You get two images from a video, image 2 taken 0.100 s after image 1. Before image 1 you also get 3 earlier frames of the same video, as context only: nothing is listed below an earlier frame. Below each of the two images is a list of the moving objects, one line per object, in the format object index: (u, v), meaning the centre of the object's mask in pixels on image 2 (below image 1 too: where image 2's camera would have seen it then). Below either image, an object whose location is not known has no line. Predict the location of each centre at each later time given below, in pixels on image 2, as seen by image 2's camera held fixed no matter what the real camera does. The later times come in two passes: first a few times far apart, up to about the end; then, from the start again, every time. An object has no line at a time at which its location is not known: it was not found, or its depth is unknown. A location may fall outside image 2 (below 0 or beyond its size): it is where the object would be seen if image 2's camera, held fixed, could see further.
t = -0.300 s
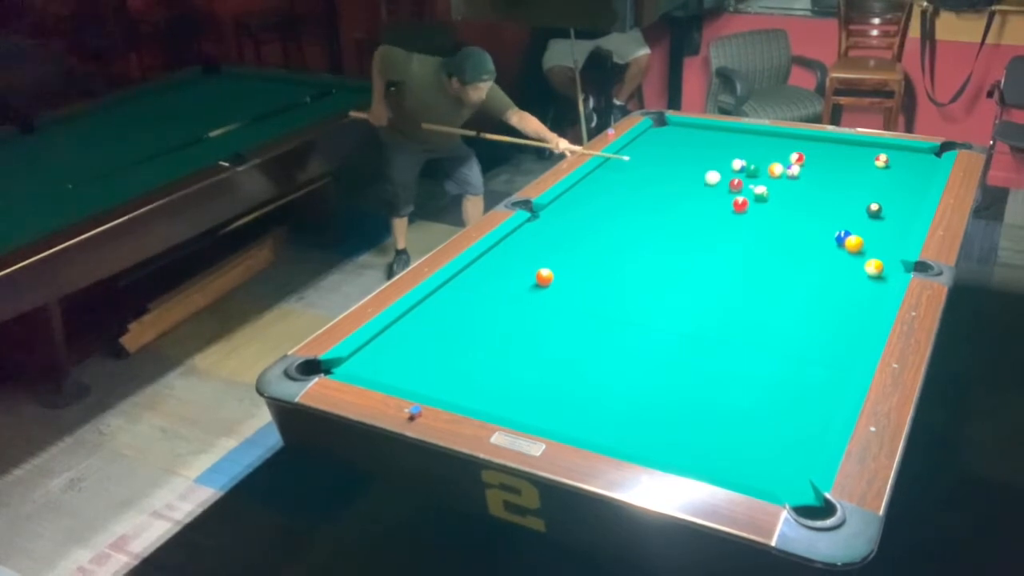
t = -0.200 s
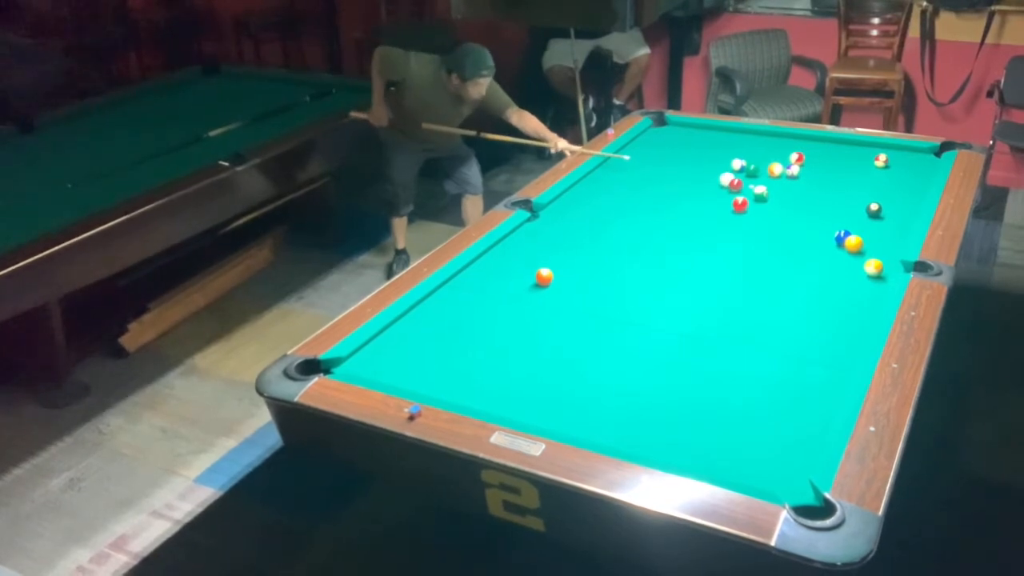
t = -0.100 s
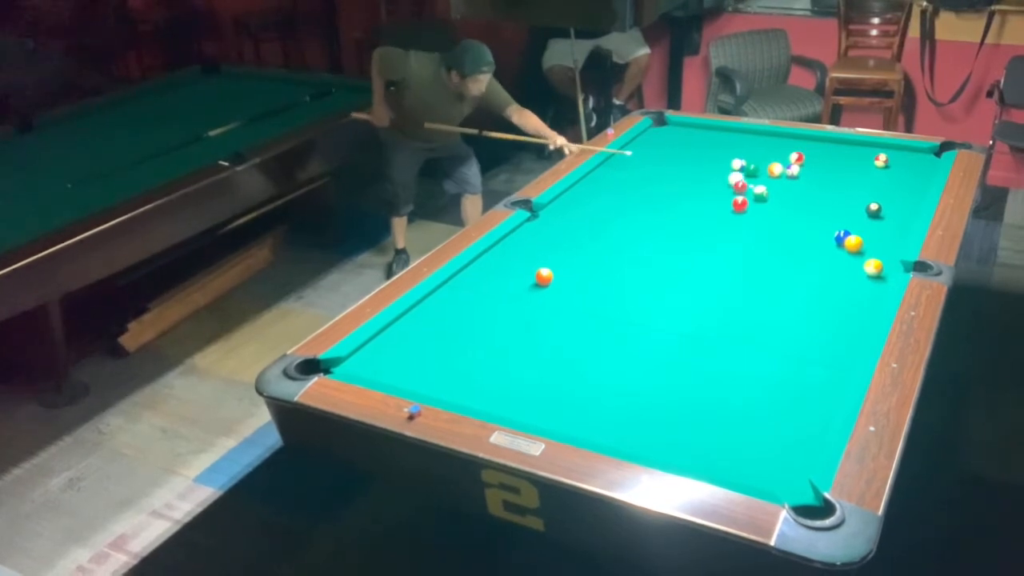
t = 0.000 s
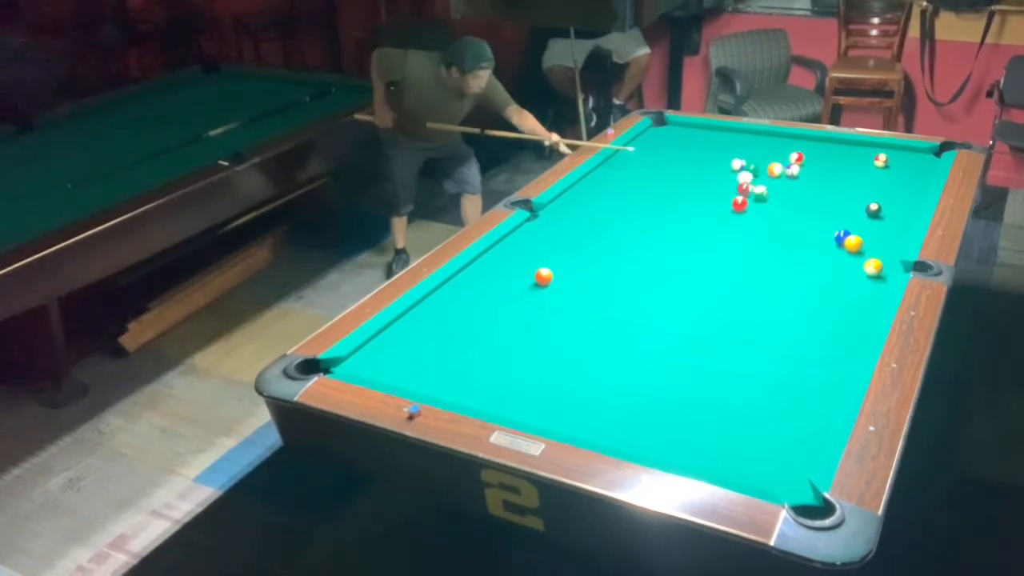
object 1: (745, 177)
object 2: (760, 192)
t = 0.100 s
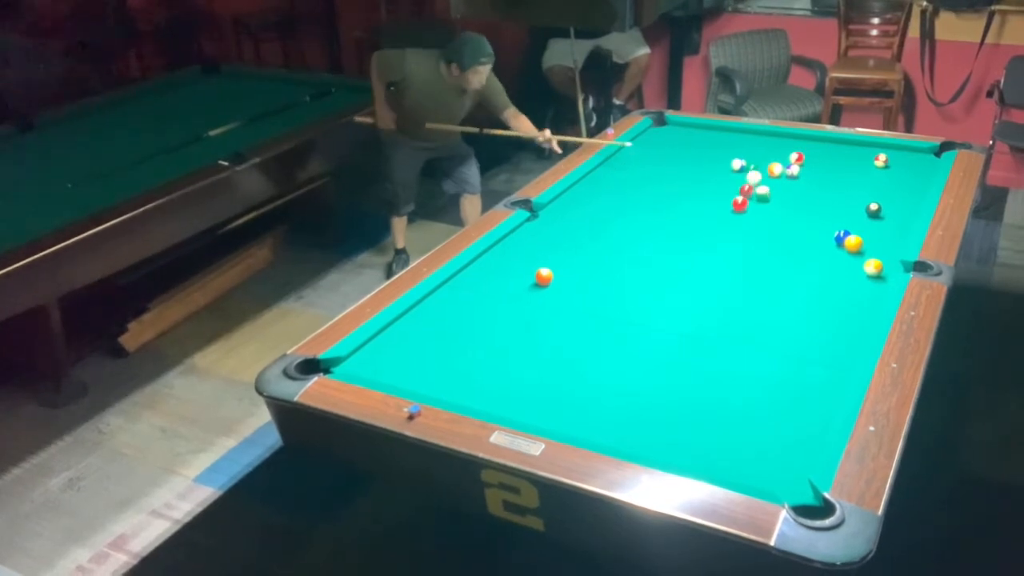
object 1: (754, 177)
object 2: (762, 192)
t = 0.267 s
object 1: (768, 177)
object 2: (770, 194)
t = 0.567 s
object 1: (792, 176)
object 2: (778, 197)
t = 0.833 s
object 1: (813, 175)
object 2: (785, 198)
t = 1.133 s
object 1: (833, 175)
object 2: (792, 199)
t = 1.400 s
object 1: (850, 175)
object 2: (795, 200)
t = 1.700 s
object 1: (867, 175)
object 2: (798, 200)
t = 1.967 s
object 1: (881, 174)
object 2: (798, 200)
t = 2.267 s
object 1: (895, 174)
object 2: (798, 200)
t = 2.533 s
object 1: (905, 174)
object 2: (798, 200)
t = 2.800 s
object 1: (914, 174)
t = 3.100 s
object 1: (921, 174)
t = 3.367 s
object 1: (926, 174)
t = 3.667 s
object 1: (924, 174)
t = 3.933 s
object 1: (924, 174)
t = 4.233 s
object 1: (924, 174)
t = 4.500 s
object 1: (924, 174)
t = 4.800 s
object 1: (924, 174)
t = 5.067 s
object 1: (924, 174)
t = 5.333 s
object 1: (924, 174)
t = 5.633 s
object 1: (924, 174)
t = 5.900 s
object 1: (924, 174)
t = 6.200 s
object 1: (924, 174)
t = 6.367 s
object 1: (924, 174)
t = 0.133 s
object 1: (756, 177)
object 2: (764, 192)
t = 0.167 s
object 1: (759, 177)
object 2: (765, 193)
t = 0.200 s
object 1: (762, 177)
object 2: (767, 192)
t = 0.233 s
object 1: (765, 177)
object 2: (768, 193)
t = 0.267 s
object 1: (768, 177)
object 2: (770, 194)
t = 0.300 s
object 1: (770, 177)
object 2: (771, 194)
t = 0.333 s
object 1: (773, 177)
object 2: (772, 194)
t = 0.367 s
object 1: (777, 177)
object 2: (774, 194)
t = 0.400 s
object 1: (779, 176)
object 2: (775, 194)
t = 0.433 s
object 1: (782, 176)
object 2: (775, 195)
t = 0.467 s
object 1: (785, 176)
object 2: (776, 196)
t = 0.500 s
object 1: (787, 176)
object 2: (776, 196)
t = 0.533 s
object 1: (789, 175)
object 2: (777, 196)
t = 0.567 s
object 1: (792, 176)
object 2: (778, 197)
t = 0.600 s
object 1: (795, 175)
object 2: (779, 196)
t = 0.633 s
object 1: (798, 175)
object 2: (780, 197)
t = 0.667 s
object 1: (800, 175)
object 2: (781, 197)
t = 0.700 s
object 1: (803, 175)
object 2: (781, 197)
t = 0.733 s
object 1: (805, 175)
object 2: (782, 197)
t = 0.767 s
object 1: (807, 175)
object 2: (783, 197)
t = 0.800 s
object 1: (810, 175)
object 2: (784, 197)
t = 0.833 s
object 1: (813, 175)
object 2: (785, 198)
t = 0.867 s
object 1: (815, 175)
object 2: (786, 198)
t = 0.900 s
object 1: (817, 175)
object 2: (787, 198)
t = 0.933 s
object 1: (820, 175)
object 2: (788, 198)
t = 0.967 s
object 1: (822, 175)
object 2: (789, 198)
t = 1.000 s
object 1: (824, 175)
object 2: (789, 198)
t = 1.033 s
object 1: (827, 175)
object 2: (790, 199)
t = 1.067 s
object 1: (829, 175)
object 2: (791, 199)
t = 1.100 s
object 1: (831, 175)
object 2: (791, 199)
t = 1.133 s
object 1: (833, 175)
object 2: (792, 199)
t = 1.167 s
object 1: (835, 175)
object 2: (792, 199)
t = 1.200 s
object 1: (837, 175)
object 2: (793, 199)
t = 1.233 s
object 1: (840, 175)
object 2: (793, 199)
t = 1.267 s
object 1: (842, 175)
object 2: (794, 199)
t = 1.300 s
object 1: (844, 175)
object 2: (794, 200)
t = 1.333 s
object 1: (846, 175)
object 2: (795, 199)
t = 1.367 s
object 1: (848, 175)
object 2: (795, 199)
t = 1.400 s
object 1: (850, 175)
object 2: (795, 200)
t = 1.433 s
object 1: (852, 174)
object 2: (796, 200)
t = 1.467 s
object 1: (854, 175)
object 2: (796, 200)
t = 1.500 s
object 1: (856, 174)
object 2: (796, 199)
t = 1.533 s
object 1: (858, 175)
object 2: (796, 199)
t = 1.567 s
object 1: (860, 175)
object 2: (797, 200)
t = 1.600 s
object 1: (862, 175)
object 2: (797, 200)
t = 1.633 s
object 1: (864, 175)
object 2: (797, 200)
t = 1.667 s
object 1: (865, 174)
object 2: (798, 200)
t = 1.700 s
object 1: (867, 175)
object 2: (798, 200)
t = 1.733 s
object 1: (869, 174)
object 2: (798, 200)
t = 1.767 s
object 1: (871, 174)
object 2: (798, 200)
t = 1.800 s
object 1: (873, 174)
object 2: (798, 200)
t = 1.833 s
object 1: (874, 174)
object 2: (798, 200)
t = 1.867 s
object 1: (876, 174)
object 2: (798, 200)
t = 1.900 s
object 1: (878, 174)
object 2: (798, 200)
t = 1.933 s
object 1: (879, 174)
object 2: (798, 200)
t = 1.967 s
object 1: (881, 174)
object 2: (798, 200)
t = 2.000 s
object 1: (883, 174)
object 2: (798, 200)
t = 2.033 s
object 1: (884, 174)
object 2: (798, 200)
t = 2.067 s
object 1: (886, 174)
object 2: (798, 200)
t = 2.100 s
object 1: (887, 174)
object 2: (798, 200)
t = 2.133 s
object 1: (889, 174)
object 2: (798, 200)
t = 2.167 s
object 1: (890, 174)
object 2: (798, 200)
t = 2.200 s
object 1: (892, 174)
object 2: (798, 200)
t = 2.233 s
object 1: (893, 174)
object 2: (798, 200)
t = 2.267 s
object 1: (895, 174)
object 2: (798, 200)
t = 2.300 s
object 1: (896, 175)
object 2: (798, 200)
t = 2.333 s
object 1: (897, 175)
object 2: (798, 200)
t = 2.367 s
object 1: (898, 174)
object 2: (798, 200)
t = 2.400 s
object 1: (900, 175)
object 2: (798, 200)
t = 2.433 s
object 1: (901, 174)
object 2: (798, 200)
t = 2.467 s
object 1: (902, 174)
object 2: (798, 200)
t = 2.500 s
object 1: (904, 174)
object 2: (798, 200)
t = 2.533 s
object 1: (905, 174)
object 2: (798, 200)
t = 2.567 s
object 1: (906, 174)
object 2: (798, 200)
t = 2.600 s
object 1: (907, 174)
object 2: (798, 200)
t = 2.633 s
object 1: (908, 174)
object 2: (798, 200)
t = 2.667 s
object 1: (910, 174)
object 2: (798, 200)
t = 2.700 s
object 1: (910, 174)
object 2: (798, 200)
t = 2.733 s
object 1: (911, 174)
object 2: (798, 200)
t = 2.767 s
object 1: (913, 174)
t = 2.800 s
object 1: (914, 174)
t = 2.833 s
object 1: (915, 174)
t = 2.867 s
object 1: (915, 174)
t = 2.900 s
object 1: (916, 174)
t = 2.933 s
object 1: (917, 174)
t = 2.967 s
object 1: (918, 174)
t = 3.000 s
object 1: (919, 174)
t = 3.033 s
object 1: (920, 174)
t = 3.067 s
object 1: (920, 174)
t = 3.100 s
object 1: (921, 174)
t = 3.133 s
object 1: (922, 174)
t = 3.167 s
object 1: (923, 174)
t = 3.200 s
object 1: (923, 174)
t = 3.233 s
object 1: (924, 174)
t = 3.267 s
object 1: (925, 174)
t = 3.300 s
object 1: (925, 174)
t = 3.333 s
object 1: (926, 174)
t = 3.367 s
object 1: (926, 174)
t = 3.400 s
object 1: (925, 174)
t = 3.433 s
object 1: (925, 174)
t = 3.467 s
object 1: (925, 174)
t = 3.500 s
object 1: (925, 174)
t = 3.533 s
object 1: (925, 174)
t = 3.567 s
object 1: (925, 174)
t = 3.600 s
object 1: (924, 174)
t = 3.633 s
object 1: (924, 174)
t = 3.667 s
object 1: (924, 174)
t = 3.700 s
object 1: (924, 174)
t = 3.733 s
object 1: (924, 174)
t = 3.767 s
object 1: (924, 174)
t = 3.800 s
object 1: (924, 174)
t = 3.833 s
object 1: (924, 174)
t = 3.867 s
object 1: (924, 174)
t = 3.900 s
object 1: (924, 173)
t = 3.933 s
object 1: (924, 174)
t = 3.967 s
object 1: (924, 174)
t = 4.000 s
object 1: (924, 174)
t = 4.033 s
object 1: (924, 173)
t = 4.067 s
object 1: (924, 174)
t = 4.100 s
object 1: (924, 173)
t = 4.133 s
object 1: (924, 174)
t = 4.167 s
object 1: (924, 173)
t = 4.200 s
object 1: (924, 174)
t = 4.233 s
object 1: (924, 174)
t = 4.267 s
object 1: (924, 174)
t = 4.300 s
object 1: (924, 174)
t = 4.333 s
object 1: (924, 174)
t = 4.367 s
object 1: (924, 174)
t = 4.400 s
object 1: (924, 174)
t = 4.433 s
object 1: (924, 174)
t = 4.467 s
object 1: (924, 174)
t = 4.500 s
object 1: (924, 174)
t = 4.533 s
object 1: (924, 174)
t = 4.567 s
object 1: (924, 174)
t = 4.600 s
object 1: (924, 174)
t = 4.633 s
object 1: (924, 174)
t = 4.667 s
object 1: (924, 174)
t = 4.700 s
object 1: (924, 174)
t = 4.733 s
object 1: (924, 174)
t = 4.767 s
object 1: (924, 174)
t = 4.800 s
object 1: (924, 174)
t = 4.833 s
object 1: (924, 174)
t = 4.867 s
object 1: (924, 174)
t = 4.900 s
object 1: (924, 174)
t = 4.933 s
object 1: (924, 174)
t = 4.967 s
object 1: (924, 174)
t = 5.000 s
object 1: (924, 174)
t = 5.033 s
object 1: (924, 174)
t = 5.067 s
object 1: (924, 174)
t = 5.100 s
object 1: (924, 174)
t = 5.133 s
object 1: (924, 174)
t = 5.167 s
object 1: (923, 174)
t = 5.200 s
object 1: (924, 174)
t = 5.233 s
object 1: (924, 174)
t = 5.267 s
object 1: (924, 174)
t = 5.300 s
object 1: (924, 174)
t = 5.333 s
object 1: (924, 174)
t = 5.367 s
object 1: (924, 174)
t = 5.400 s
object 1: (924, 174)
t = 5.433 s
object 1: (924, 174)
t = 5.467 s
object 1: (924, 174)
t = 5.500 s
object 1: (924, 174)
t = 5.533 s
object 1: (924, 174)
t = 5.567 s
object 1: (924, 174)
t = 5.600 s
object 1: (924, 174)
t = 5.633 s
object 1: (924, 174)
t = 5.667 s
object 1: (924, 174)
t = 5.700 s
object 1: (924, 174)
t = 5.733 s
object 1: (924, 174)
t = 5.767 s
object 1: (924, 174)
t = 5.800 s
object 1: (924, 174)
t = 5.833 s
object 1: (924, 174)
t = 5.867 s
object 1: (924, 174)
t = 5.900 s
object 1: (924, 174)
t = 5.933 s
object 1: (924, 174)
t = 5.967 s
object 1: (924, 174)
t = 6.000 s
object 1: (924, 174)
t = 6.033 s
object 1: (924, 174)
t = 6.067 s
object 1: (924, 174)
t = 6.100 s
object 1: (924, 174)
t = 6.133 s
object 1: (924, 174)
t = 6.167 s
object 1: (924, 174)
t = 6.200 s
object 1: (924, 174)
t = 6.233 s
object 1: (924, 174)
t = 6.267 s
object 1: (924, 174)
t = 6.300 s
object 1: (924, 174)
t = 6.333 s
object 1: (924, 174)
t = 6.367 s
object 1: (924, 174)
